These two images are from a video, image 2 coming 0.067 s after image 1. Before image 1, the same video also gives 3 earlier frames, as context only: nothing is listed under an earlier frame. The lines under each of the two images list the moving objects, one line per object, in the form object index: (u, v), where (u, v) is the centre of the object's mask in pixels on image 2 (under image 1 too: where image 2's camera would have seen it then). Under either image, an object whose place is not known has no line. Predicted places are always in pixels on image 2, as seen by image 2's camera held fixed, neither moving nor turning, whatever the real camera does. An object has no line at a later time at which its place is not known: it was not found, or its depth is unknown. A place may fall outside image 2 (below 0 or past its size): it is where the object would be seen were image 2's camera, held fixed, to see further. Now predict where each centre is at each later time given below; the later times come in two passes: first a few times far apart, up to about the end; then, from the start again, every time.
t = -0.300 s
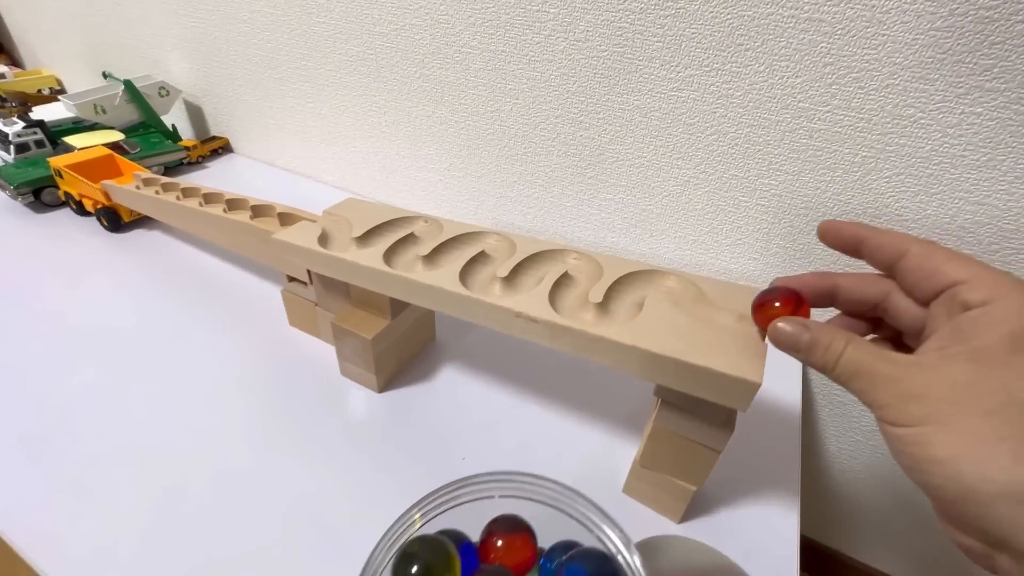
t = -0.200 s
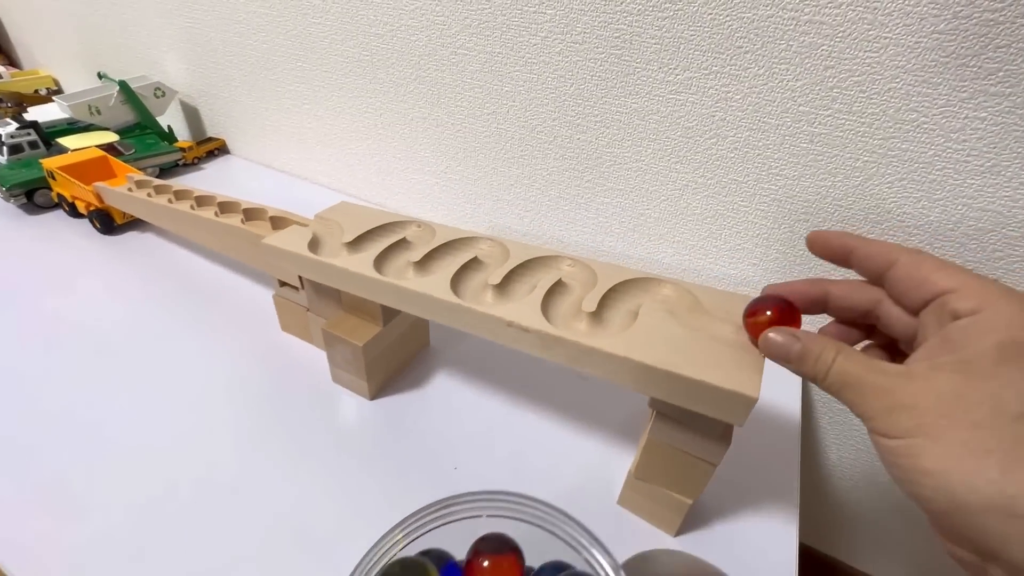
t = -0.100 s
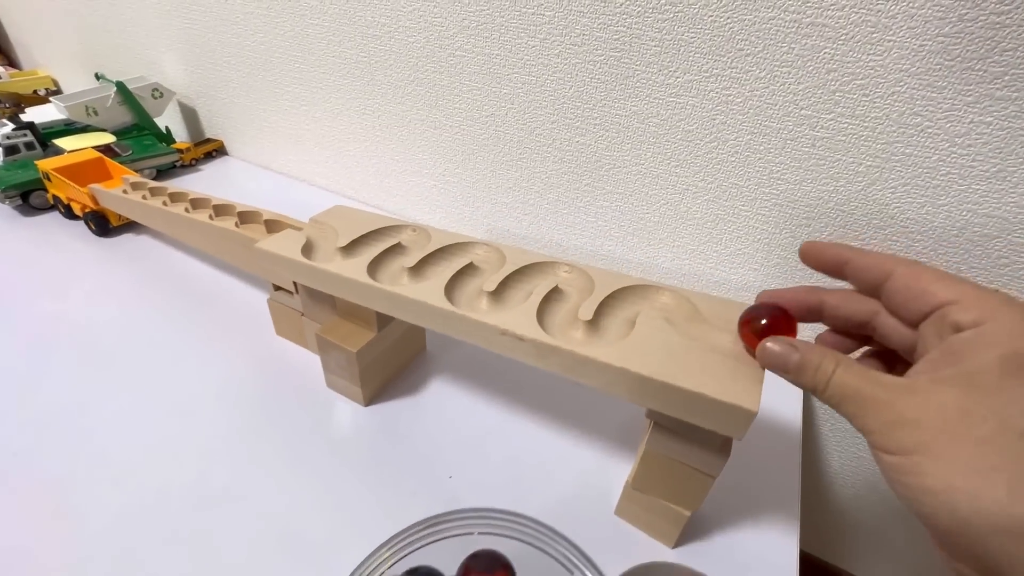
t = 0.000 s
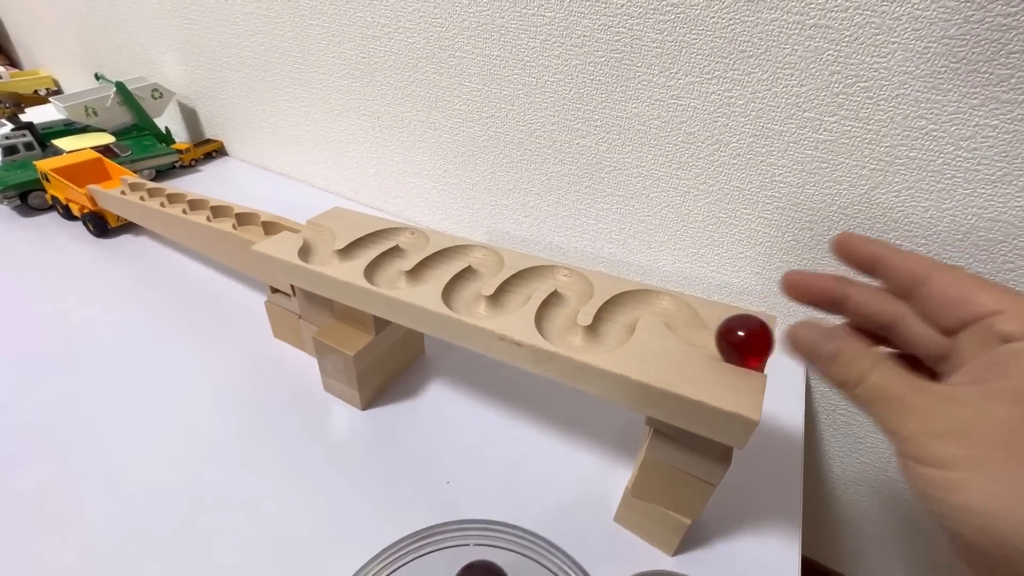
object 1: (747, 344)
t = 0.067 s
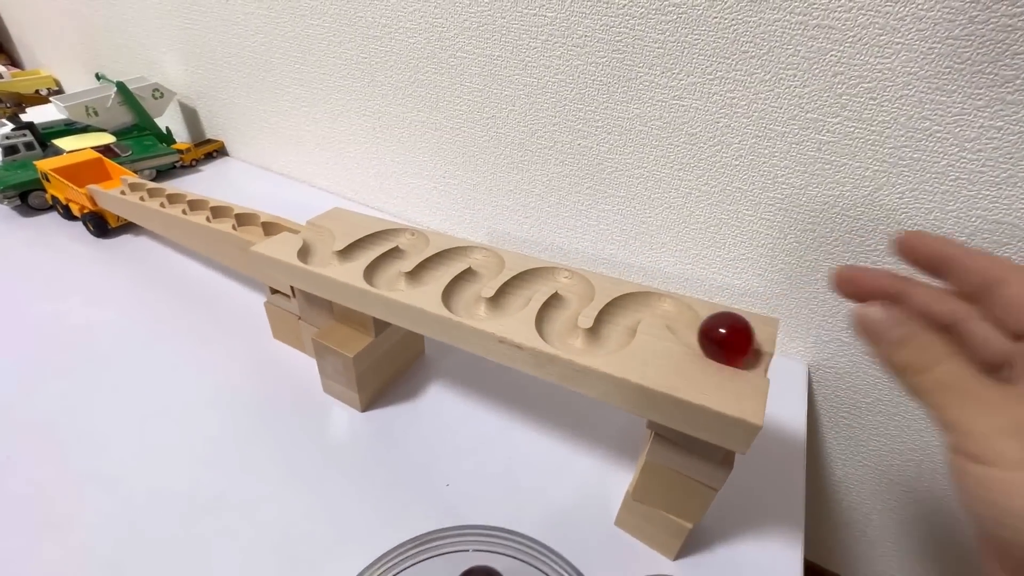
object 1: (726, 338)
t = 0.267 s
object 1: (672, 300)
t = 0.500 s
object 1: (607, 331)
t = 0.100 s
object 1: (715, 334)
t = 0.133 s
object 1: (705, 329)
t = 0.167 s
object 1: (695, 322)
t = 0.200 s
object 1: (688, 314)
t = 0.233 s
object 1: (682, 306)
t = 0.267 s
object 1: (672, 300)
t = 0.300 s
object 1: (656, 293)
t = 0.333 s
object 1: (642, 294)
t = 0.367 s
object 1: (631, 300)
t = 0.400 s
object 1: (623, 308)
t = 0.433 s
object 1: (618, 317)
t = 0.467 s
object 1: (615, 325)
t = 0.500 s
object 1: (607, 331)
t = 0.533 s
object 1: (591, 333)
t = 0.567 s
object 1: (576, 331)
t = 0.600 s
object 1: (563, 325)
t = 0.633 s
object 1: (558, 316)
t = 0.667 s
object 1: (561, 306)
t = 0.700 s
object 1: (567, 298)
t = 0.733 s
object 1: (576, 290)
